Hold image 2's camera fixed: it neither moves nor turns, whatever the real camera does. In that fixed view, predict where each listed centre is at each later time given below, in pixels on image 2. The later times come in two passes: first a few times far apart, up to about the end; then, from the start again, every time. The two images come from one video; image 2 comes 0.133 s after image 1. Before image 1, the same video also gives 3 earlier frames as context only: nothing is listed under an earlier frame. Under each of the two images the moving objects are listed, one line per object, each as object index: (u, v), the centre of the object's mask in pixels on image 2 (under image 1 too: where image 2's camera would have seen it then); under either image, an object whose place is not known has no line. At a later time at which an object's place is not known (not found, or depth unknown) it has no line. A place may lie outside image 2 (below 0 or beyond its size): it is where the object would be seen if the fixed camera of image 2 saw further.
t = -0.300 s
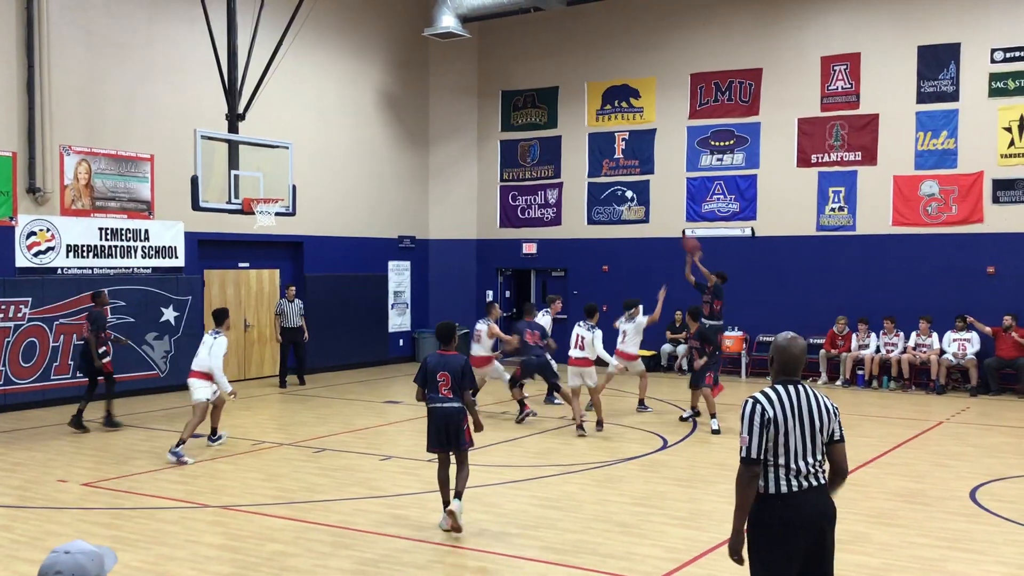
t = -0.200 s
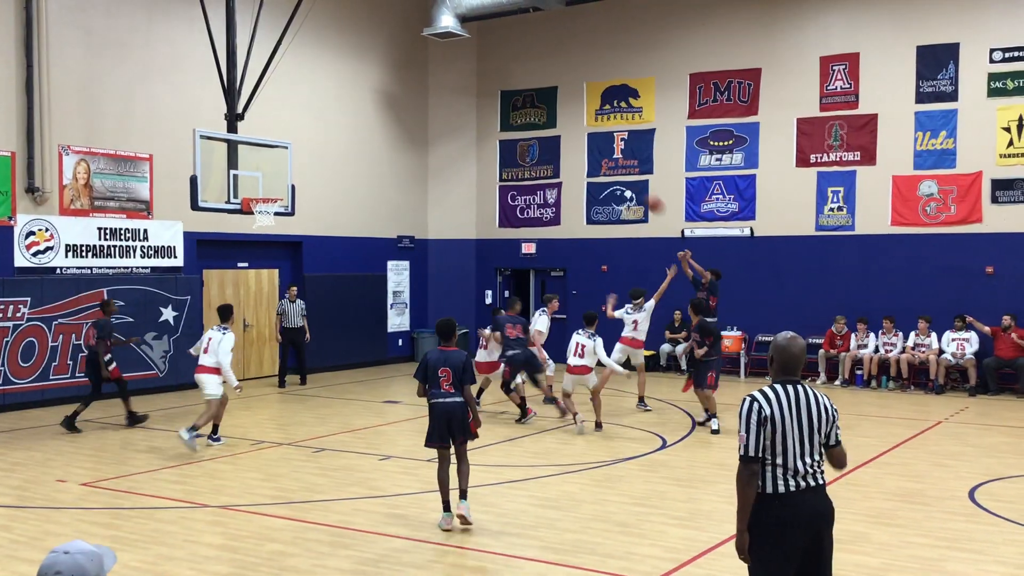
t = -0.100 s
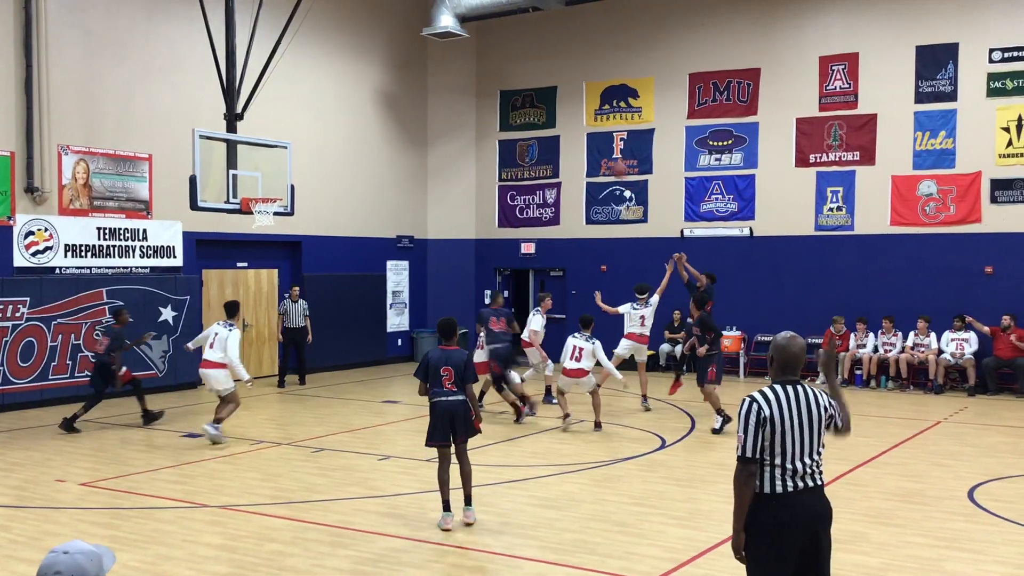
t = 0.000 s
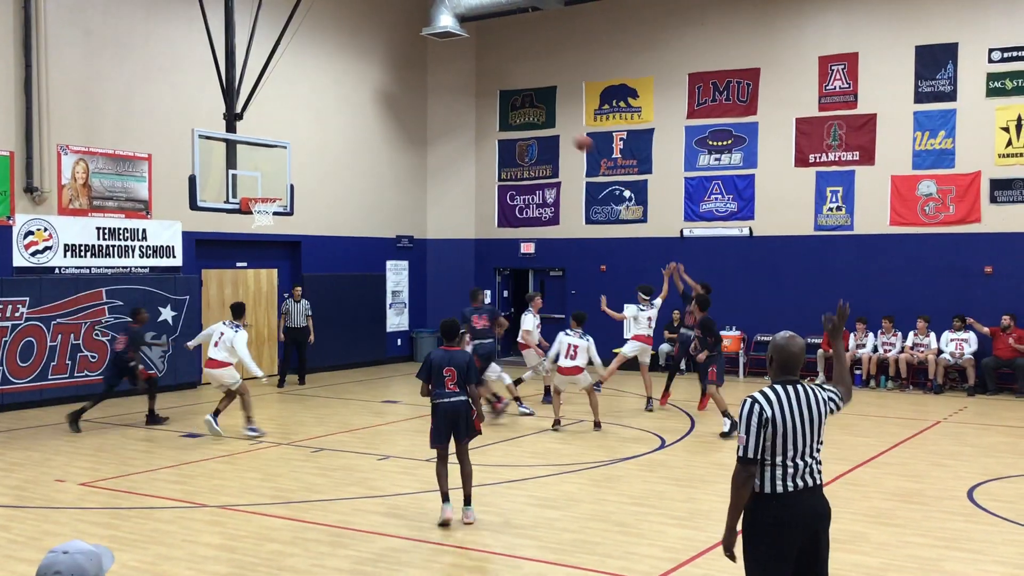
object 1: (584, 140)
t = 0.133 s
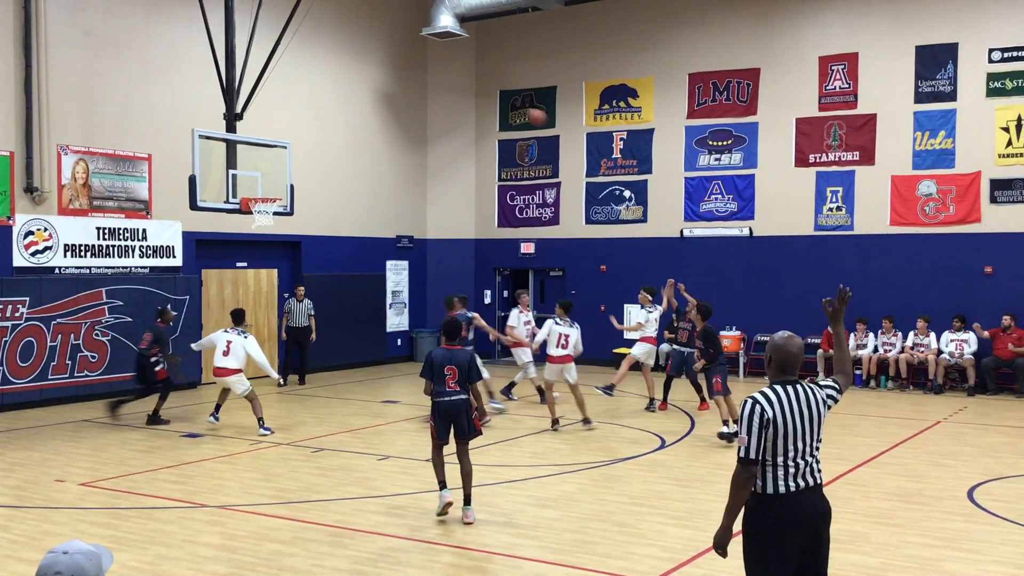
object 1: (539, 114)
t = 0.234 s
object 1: (503, 101)
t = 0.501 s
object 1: (415, 99)
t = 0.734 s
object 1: (339, 145)
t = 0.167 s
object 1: (525, 109)
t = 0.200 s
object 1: (514, 105)
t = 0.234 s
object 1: (503, 101)
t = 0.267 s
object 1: (491, 96)
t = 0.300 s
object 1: (480, 93)
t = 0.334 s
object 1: (469, 91)
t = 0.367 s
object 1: (463, 93)
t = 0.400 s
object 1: (455, 93)
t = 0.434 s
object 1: (445, 95)
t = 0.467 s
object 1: (427, 96)
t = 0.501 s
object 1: (415, 99)
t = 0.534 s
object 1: (404, 104)
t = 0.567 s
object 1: (393, 107)
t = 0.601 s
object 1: (384, 115)
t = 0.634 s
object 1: (374, 125)
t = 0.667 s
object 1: (361, 129)
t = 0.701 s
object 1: (349, 137)
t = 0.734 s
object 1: (339, 145)
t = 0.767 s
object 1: (329, 155)
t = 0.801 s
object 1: (315, 164)
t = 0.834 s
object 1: (304, 175)
